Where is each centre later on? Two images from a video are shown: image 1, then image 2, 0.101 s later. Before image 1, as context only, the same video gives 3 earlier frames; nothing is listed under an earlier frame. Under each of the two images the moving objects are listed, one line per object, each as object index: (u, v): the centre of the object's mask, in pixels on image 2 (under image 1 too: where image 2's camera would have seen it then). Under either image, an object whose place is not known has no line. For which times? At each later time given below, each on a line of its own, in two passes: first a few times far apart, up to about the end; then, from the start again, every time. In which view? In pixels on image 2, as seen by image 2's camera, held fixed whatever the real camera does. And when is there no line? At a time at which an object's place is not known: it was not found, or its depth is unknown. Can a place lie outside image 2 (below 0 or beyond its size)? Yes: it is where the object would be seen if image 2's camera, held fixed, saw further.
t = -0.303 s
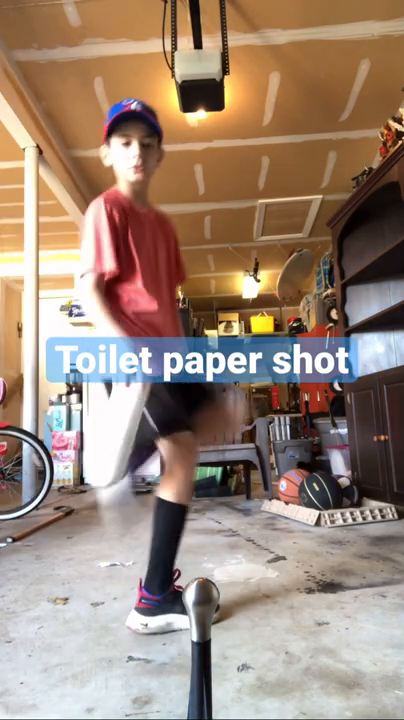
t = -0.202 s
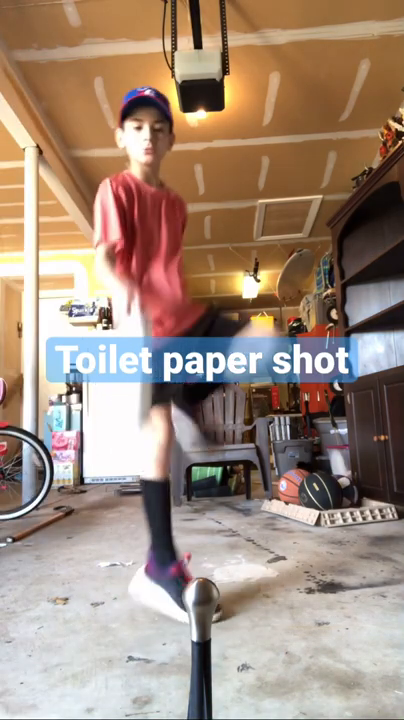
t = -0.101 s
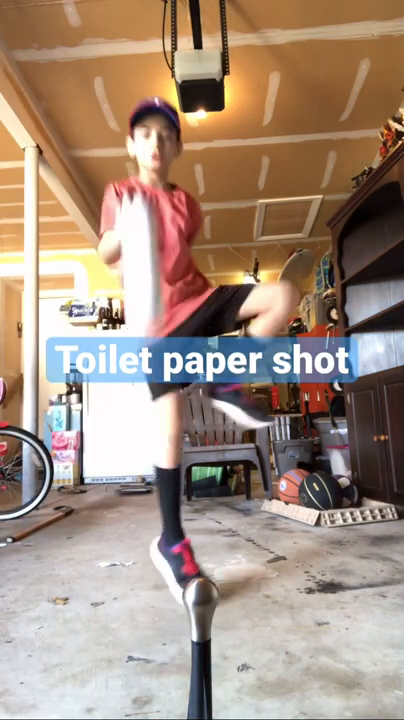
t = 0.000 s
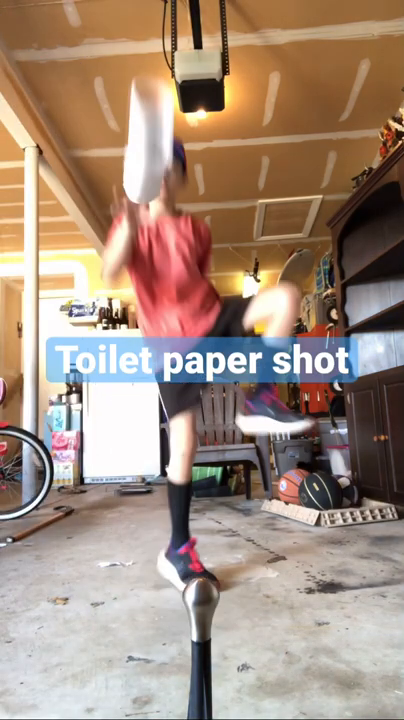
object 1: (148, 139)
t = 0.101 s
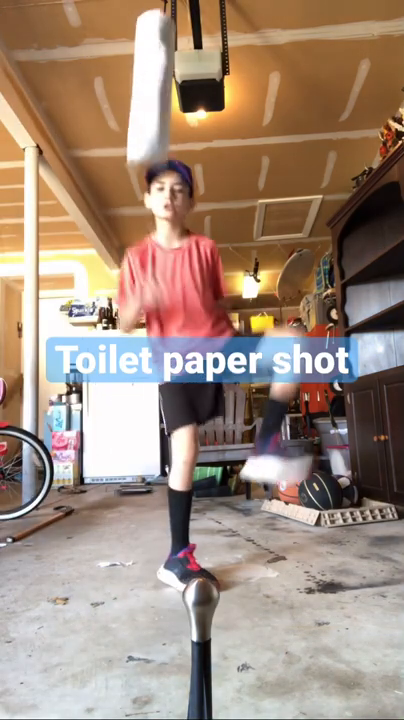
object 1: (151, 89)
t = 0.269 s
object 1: (166, 75)
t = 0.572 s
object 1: (208, 539)
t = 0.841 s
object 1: (203, 586)
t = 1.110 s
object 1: (200, 614)
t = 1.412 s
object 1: (199, 620)
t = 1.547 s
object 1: (200, 640)
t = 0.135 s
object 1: (152, 83)
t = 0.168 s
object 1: (153, 54)
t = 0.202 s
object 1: (158, 57)
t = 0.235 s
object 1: (162, 68)
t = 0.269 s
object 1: (166, 75)
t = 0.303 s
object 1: (170, 84)
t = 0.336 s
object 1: (175, 91)
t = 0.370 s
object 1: (181, 113)
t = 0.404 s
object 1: (189, 144)
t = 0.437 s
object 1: (194, 173)
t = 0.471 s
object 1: (200, 214)
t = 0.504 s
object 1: (203, 291)
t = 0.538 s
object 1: (197, 428)
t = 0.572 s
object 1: (208, 539)
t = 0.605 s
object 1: (212, 560)
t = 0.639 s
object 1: (204, 555)
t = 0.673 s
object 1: (196, 559)
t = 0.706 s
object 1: (188, 569)
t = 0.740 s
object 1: (187, 570)
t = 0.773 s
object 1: (192, 573)
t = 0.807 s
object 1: (201, 579)
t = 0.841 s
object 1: (203, 586)
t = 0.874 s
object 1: (197, 586)
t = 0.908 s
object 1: (195, 592)
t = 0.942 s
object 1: (198, 595)
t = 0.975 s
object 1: (201, 602)
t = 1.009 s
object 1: (200, 608)
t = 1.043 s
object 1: (199, 612)
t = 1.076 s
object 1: (199, 613)
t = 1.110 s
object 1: (200, 614)
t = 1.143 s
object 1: (200, 614)
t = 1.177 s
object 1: (200, 615)
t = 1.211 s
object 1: (200, 615)
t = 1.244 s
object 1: (200, 616)
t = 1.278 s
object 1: (199, 617)
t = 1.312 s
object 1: (199, 618)
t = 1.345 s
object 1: (199, 618)
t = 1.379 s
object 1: (199, 619)
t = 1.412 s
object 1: (199, 620)
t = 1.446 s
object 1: (199, 622)
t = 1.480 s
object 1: (199, 625)
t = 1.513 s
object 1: (200, 630)
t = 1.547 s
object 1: (200, 640)
